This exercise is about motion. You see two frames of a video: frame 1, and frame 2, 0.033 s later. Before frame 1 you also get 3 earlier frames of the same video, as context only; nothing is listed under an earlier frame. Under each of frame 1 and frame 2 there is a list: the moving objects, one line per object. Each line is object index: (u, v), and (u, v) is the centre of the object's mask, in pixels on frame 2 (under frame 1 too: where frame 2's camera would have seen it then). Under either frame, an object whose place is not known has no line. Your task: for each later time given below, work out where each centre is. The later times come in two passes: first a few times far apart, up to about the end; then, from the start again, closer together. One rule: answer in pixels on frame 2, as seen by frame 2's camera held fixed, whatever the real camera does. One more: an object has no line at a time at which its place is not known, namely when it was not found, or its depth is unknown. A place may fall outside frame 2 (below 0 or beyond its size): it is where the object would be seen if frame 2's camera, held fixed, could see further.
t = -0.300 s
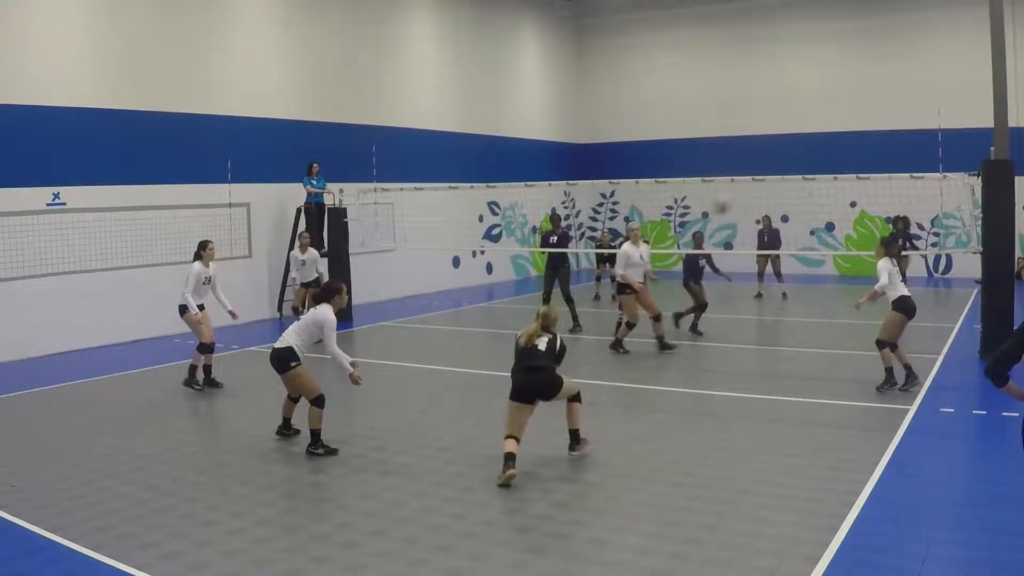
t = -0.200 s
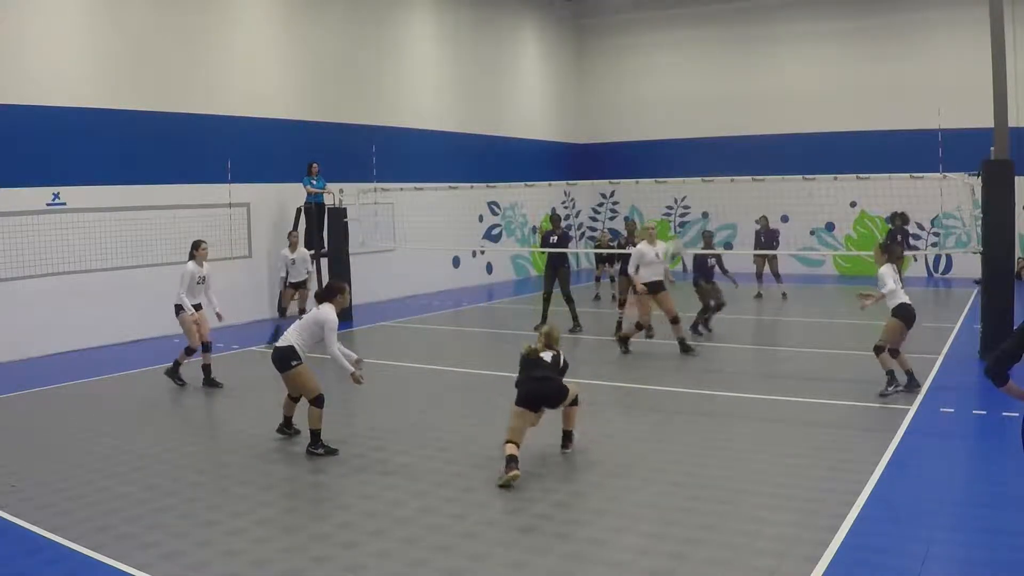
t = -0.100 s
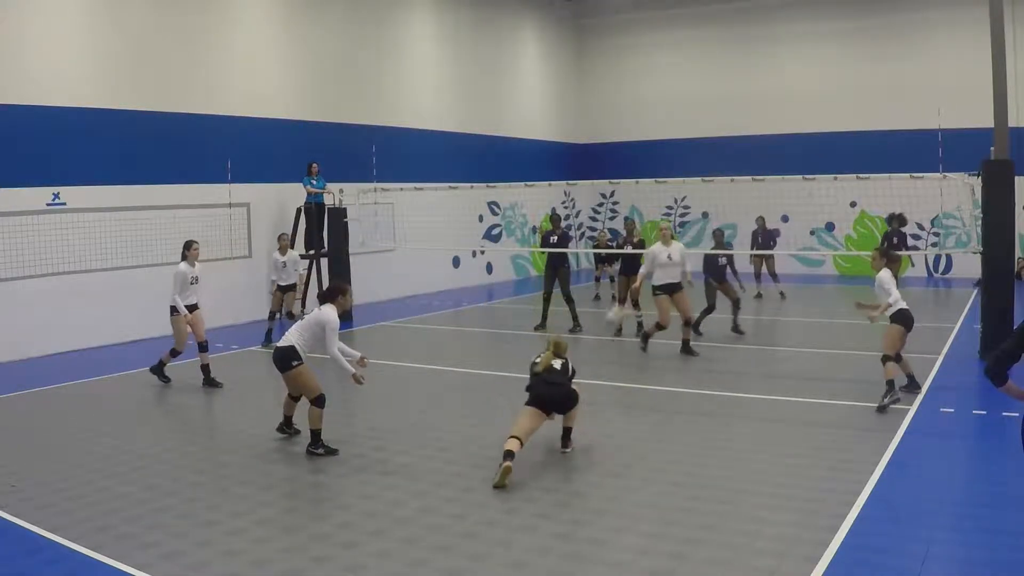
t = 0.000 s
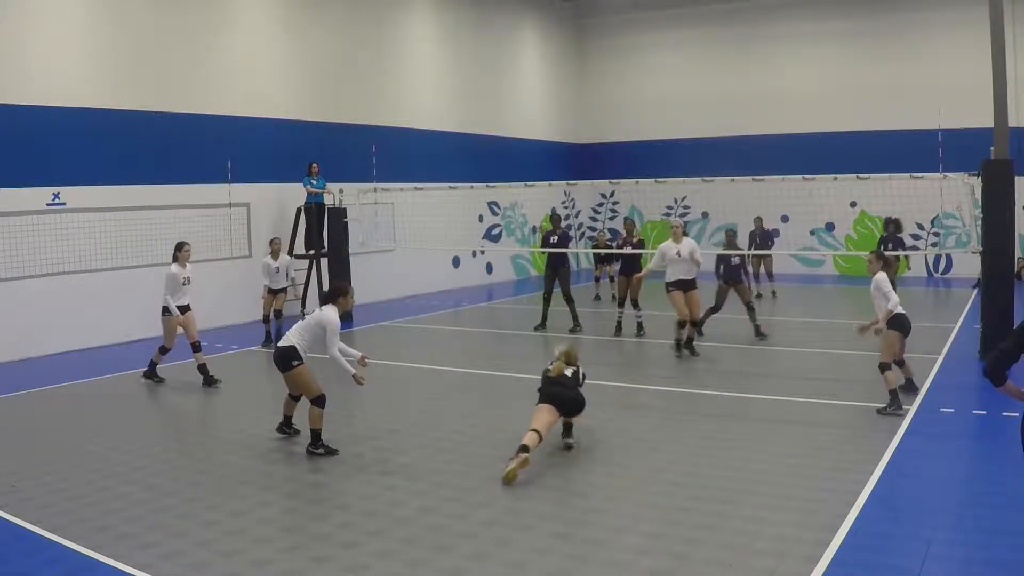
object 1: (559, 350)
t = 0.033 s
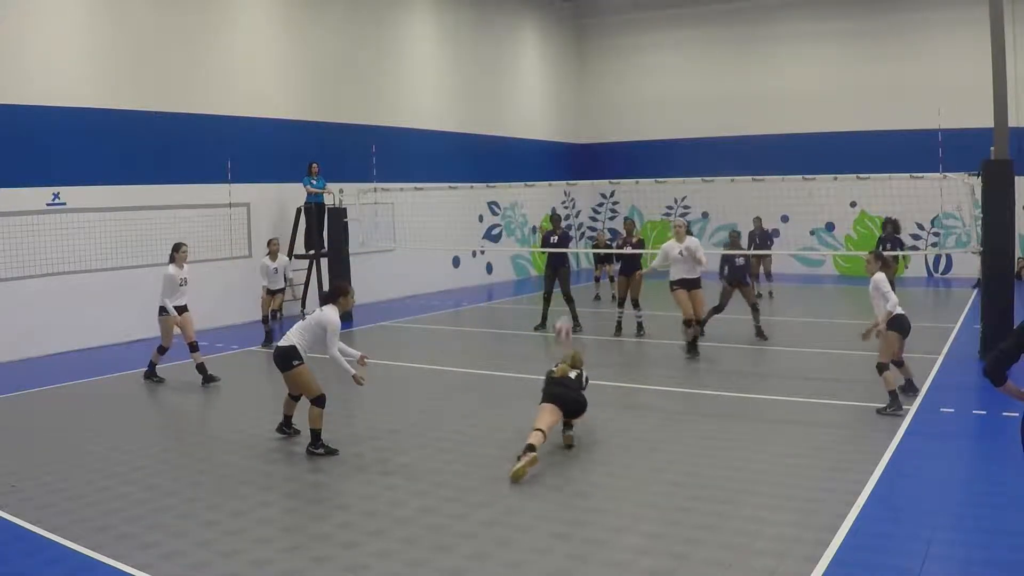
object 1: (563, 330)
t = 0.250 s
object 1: (557, 183)
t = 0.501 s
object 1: (551, 104)
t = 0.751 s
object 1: (546, 84)
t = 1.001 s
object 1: (540, 109)
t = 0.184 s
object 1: (561, 220)
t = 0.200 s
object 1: (559, 209)
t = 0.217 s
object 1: (559, 202)
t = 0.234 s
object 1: (558, 194)
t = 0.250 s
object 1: (557, 183)
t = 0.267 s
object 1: (557, 177)
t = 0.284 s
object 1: (557, 169)
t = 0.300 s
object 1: (556, 161)
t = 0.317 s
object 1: (555, 155)
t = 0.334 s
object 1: (555, 149)
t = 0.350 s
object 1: (555, 144)
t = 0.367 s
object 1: (554, 140)
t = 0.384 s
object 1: (555, 134)
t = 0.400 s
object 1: (554, 128)
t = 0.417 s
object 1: (554, 122)
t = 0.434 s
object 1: (554, 119)
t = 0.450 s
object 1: (553, 114)
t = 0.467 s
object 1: (552, 111)
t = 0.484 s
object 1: (552, 107)
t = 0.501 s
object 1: (551, 104)
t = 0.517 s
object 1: (551, 101)
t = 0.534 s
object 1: (551, 98)
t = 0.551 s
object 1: (550, 95)
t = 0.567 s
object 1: (550, 93)
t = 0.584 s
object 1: (550, 91)
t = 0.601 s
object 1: (549, 89)
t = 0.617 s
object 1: (549, 88)
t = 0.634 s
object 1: (548, 87)
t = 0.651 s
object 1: (548, 86)
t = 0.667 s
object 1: (548, 85)
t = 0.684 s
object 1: (548, 84)
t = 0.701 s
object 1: (547, 83)
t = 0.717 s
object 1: (546, 83)
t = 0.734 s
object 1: (546, 84)
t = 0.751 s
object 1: (546, 84)
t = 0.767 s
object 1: (545, 84)
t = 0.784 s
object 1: (545, 85)
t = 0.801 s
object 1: (545, 87)
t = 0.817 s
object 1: (545, 87)
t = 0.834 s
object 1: (545, 87)
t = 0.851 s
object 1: (544, 89)
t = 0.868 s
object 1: (543, 90)
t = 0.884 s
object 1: (543, 92)
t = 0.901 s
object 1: (543, 94)
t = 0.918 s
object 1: (543, 96)
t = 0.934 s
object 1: (542, 98)
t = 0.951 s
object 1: (542, 100)
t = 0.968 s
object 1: (541, 102)
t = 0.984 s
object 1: (541, 104)
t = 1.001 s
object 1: (540, 109)
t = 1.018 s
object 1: (540, 112)
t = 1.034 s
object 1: (540, 115)
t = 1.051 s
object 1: (540, 118)
